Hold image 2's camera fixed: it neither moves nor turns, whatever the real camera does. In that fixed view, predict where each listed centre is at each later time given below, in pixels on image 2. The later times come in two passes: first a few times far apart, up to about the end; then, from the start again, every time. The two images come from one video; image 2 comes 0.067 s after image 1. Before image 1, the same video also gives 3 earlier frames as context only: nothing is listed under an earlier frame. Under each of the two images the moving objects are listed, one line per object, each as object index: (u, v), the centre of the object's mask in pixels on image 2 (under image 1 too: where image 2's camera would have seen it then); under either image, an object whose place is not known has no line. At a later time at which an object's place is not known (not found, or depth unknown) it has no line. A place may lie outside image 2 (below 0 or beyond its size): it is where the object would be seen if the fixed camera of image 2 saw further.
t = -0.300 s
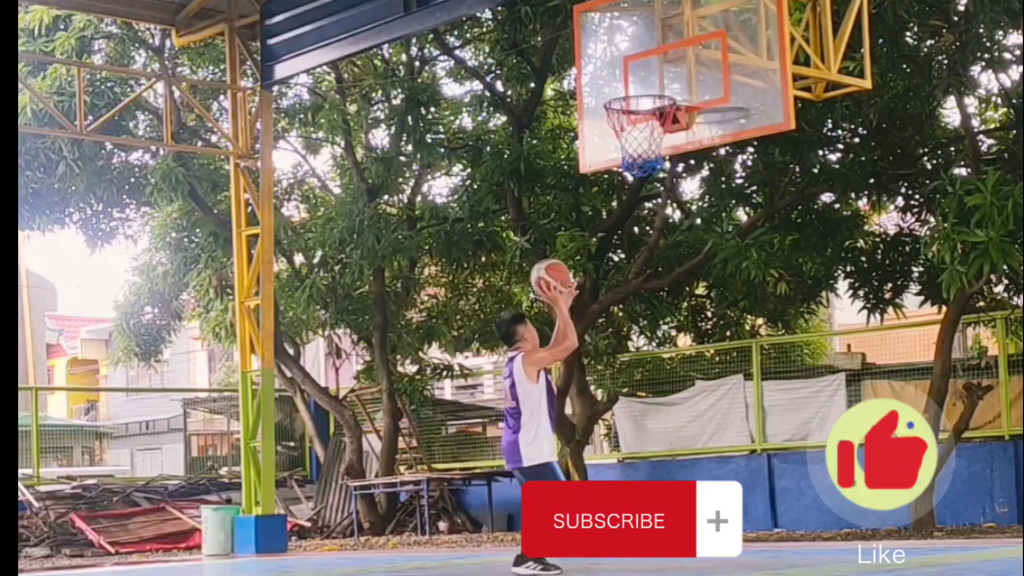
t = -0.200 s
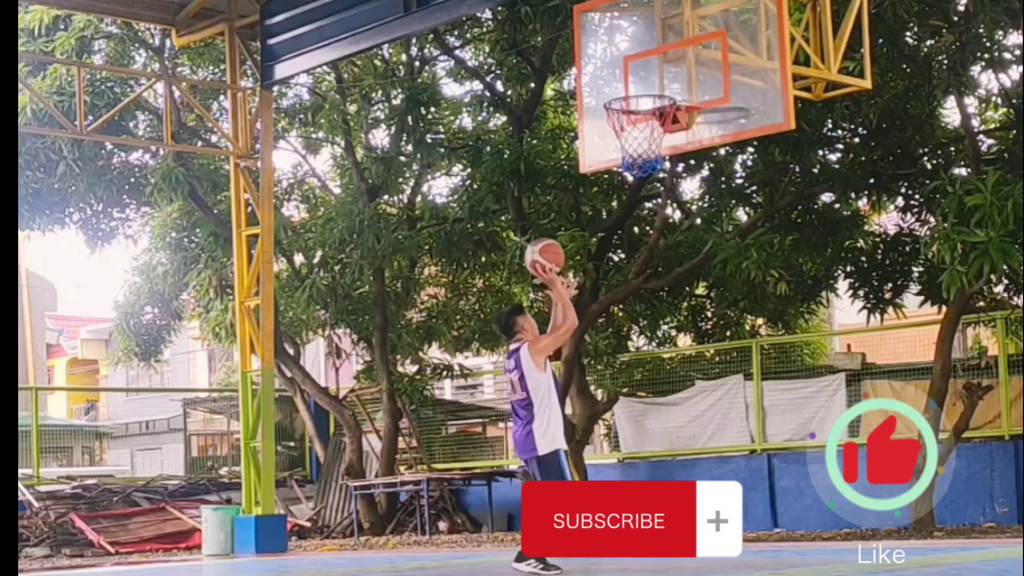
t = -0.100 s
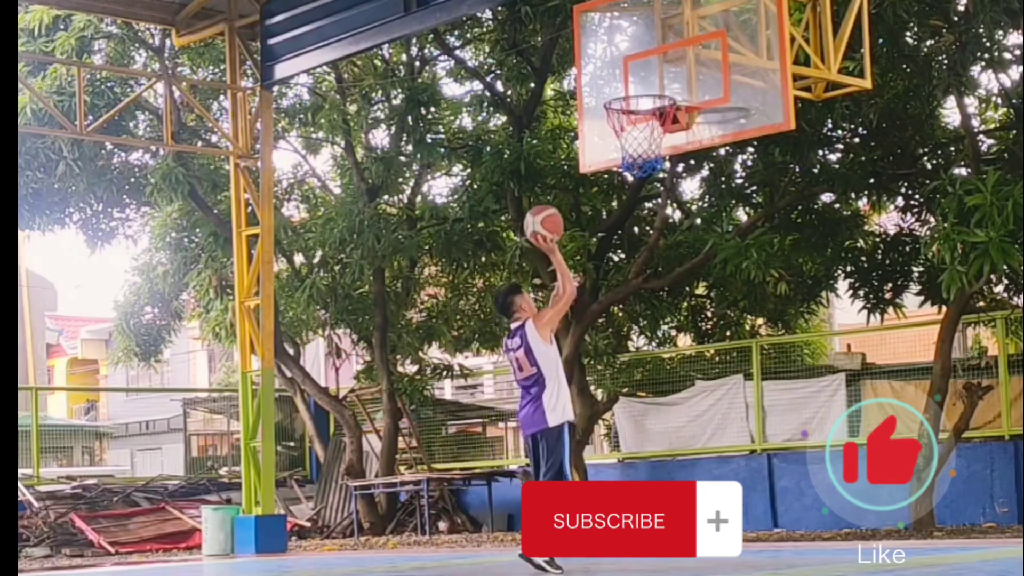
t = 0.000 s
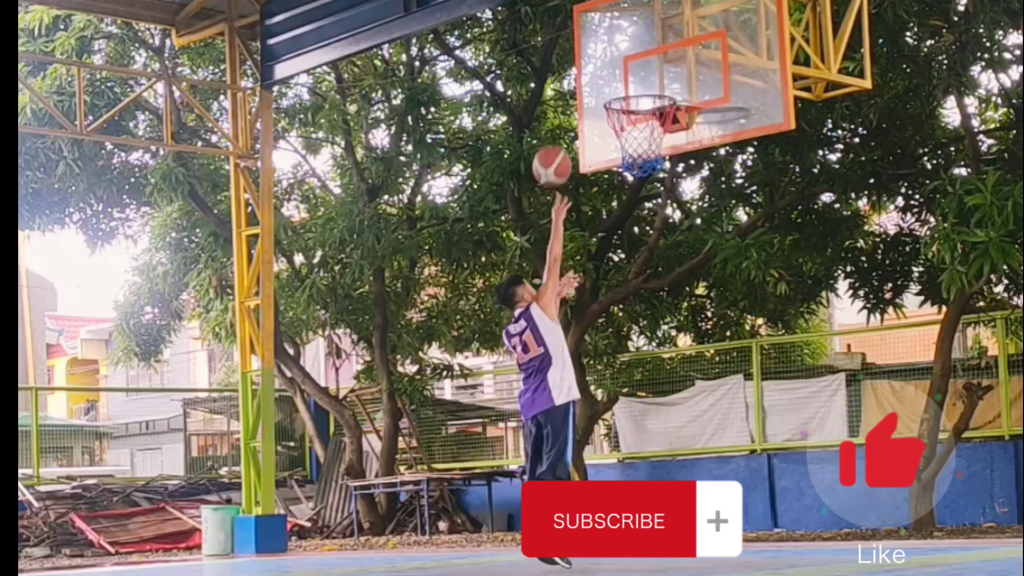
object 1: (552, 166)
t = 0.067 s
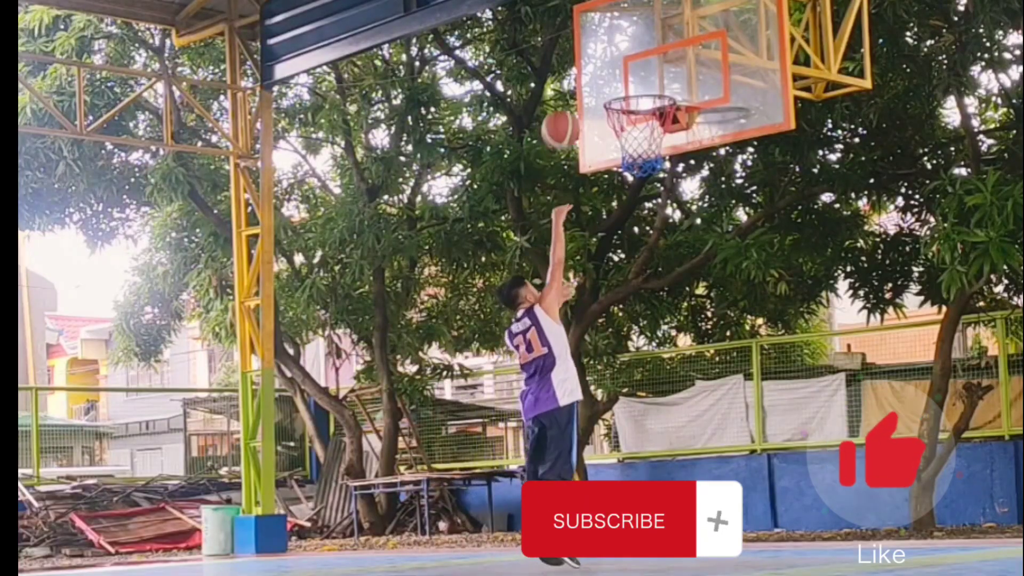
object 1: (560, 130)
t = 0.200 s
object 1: (577, 80)
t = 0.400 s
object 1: (605, 57)
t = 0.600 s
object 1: (633, 93)
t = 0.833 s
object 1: (656, 117)
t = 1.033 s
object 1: (641, 118)
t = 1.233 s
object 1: (634, 175)
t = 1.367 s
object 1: (635, 219)
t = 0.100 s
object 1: (565, 115)
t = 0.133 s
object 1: (569, 102)
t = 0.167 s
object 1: (573, 90)
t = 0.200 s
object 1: (577, 80)
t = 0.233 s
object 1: (581, 72)
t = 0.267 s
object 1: (587, 66)
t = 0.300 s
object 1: (591, 61)
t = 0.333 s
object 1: (596, 58)
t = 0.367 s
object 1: (601, 57)
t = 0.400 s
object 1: (605, 57)
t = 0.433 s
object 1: (610, 59)
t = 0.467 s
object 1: (615, 63)
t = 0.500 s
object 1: (619, 68)
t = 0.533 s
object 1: (623, 75)
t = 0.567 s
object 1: (628, 83)
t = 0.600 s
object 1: (633, 93)
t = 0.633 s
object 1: (638, 103)
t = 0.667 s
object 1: (642, 106)
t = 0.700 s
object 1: (646, 111)
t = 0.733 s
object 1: (651, 116)
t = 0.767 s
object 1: (655, 121)
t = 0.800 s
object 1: (657, 120)
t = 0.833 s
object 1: (656, 117)
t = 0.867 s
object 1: (654, 114)
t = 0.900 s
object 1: (651, 111)
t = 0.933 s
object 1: (649, 110)
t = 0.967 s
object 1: (647, 113)
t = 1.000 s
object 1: (644, 114)
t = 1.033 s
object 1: (641, 118)
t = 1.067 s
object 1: (640, 124)
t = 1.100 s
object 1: (639, 132)
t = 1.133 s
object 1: (636, 137)
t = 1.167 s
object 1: (638, 151)
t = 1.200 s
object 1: (634, 165)
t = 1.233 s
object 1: (634, 175)
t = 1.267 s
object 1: (634, 182)
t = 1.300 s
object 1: (634, 192)
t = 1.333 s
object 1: (634, 205)
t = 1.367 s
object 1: (635, 219)
